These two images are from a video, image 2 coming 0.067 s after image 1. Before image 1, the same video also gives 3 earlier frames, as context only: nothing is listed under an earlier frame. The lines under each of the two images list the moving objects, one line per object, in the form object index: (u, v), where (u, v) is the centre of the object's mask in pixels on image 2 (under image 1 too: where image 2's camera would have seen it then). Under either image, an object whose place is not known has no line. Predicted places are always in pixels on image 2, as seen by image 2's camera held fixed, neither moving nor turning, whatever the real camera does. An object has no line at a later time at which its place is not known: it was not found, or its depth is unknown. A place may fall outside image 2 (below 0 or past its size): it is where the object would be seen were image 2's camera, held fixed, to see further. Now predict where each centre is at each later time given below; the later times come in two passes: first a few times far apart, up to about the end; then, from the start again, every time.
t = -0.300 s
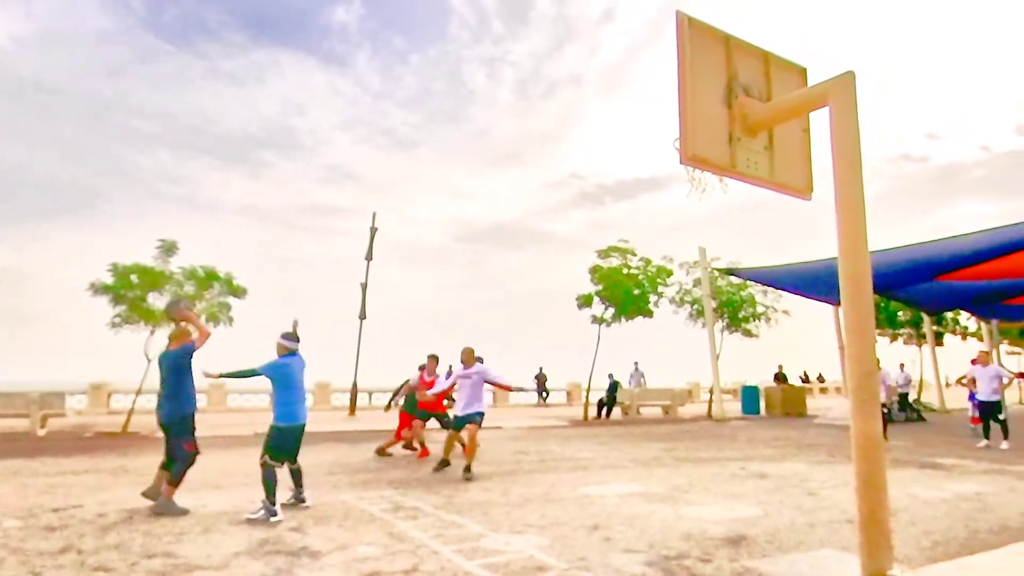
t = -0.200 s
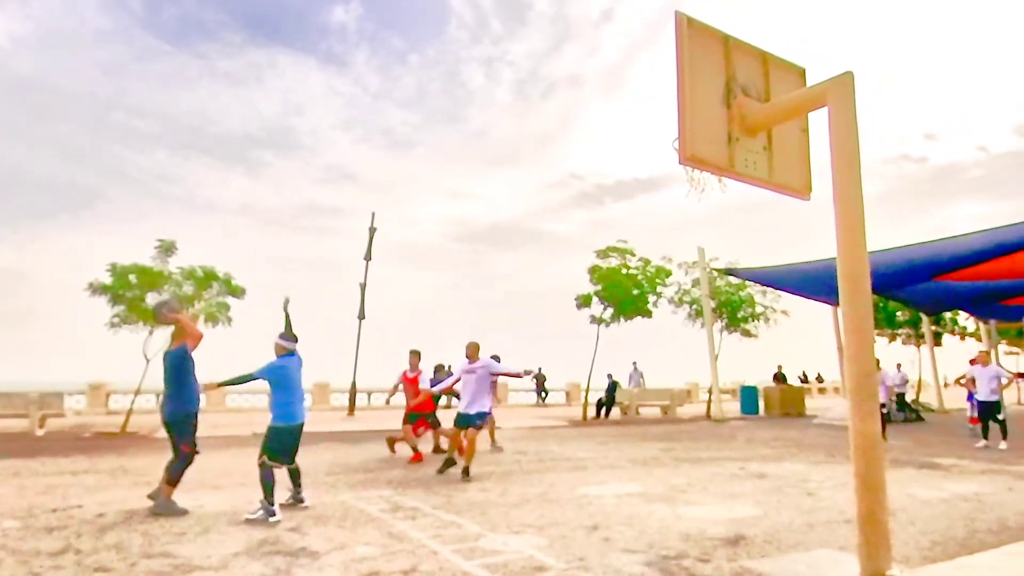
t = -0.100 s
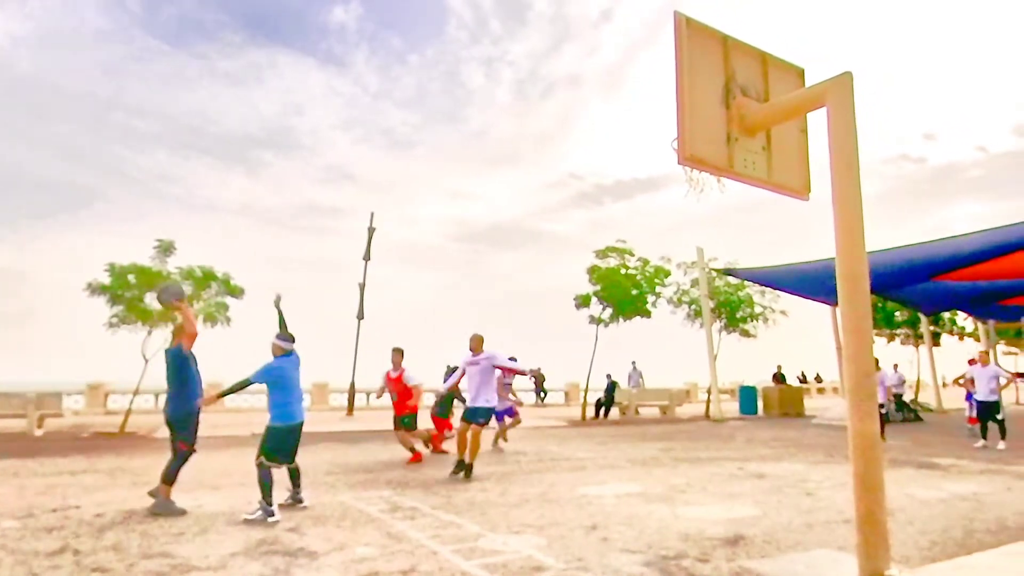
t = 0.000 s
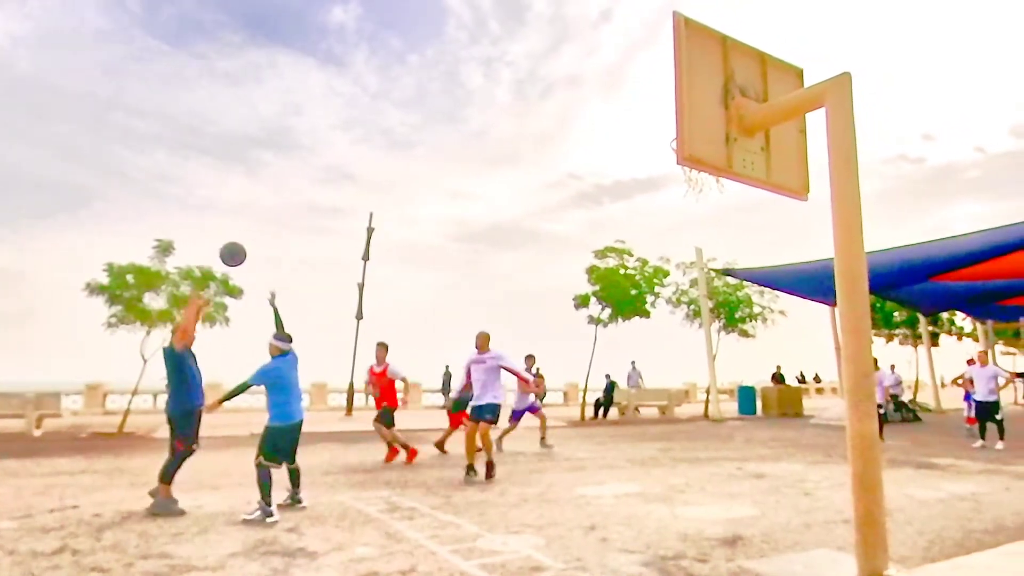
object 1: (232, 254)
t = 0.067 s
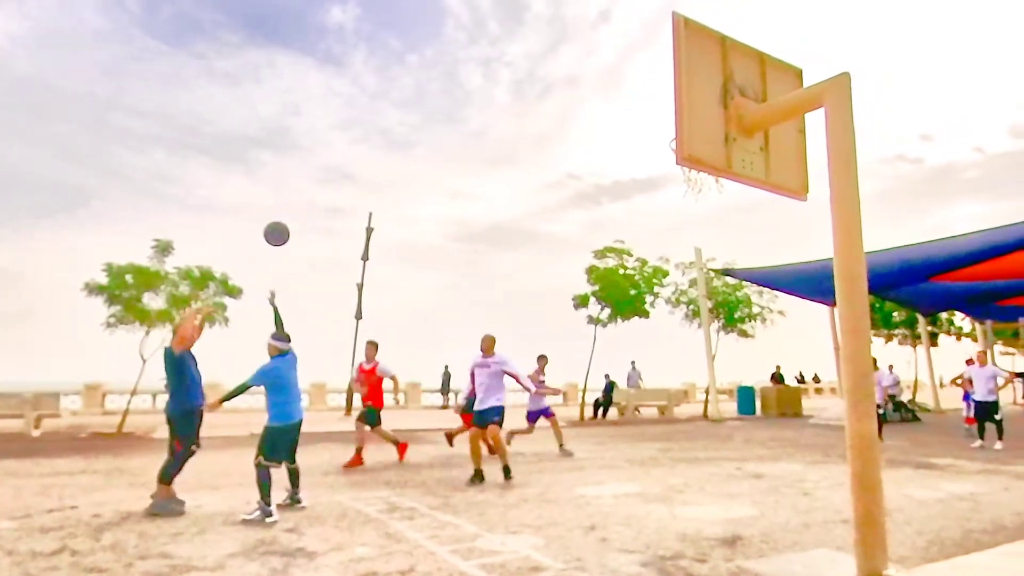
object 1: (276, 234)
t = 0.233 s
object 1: (381, 205)
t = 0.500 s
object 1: (534, 219)
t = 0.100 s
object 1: (298, 226)
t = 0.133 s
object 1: (319, 219)
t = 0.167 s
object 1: (340, 213)
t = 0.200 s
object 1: (361, 209)
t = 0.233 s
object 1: (381, 205)
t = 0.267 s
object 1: (401, 203)
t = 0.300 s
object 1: (421, 202)
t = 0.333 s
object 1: (440, 202)
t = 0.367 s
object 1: (460, 203)
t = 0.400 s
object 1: (479, 206)
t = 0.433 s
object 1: (498, 209)
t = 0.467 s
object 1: (516, 213)
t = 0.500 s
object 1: (534, 219)
